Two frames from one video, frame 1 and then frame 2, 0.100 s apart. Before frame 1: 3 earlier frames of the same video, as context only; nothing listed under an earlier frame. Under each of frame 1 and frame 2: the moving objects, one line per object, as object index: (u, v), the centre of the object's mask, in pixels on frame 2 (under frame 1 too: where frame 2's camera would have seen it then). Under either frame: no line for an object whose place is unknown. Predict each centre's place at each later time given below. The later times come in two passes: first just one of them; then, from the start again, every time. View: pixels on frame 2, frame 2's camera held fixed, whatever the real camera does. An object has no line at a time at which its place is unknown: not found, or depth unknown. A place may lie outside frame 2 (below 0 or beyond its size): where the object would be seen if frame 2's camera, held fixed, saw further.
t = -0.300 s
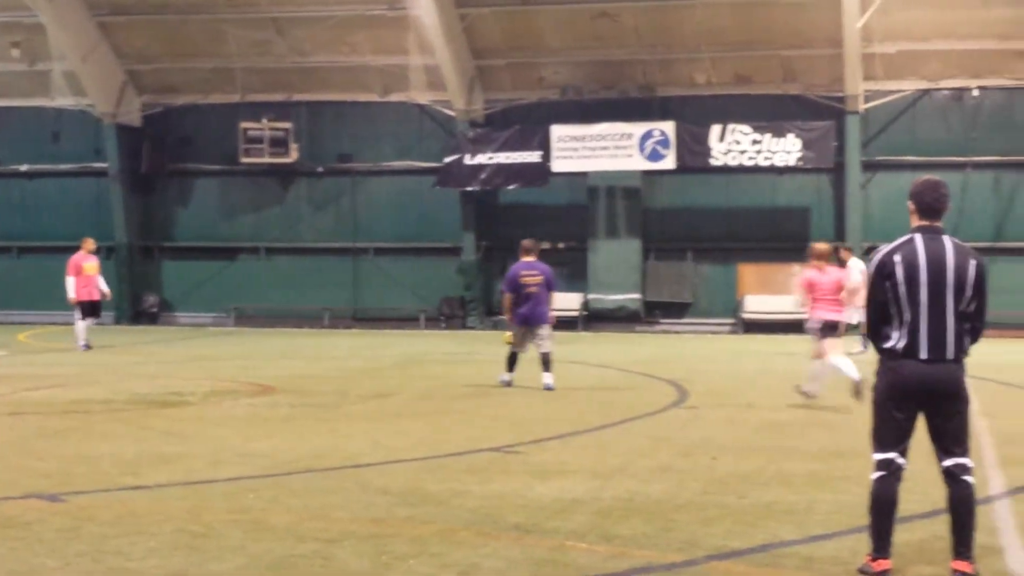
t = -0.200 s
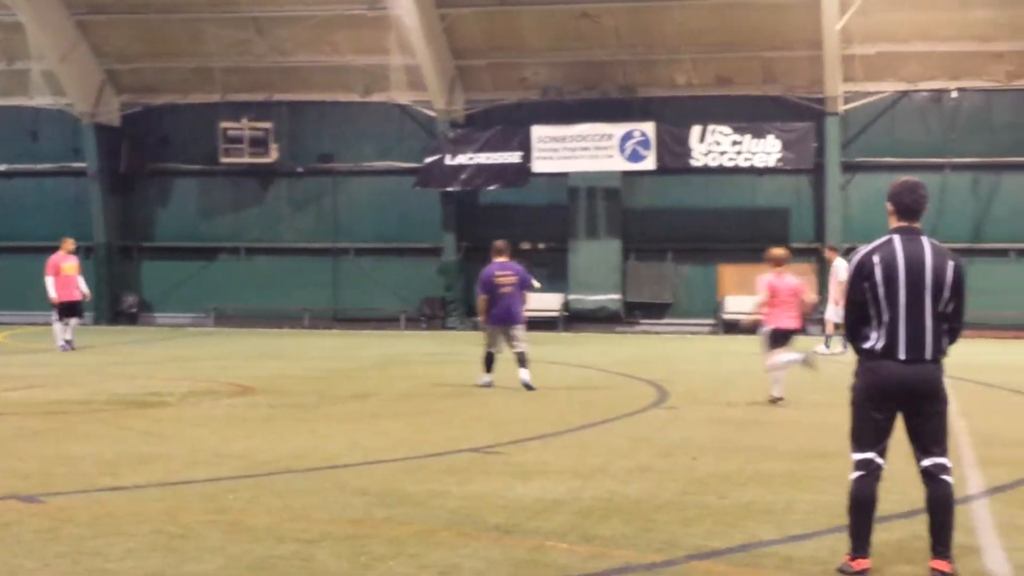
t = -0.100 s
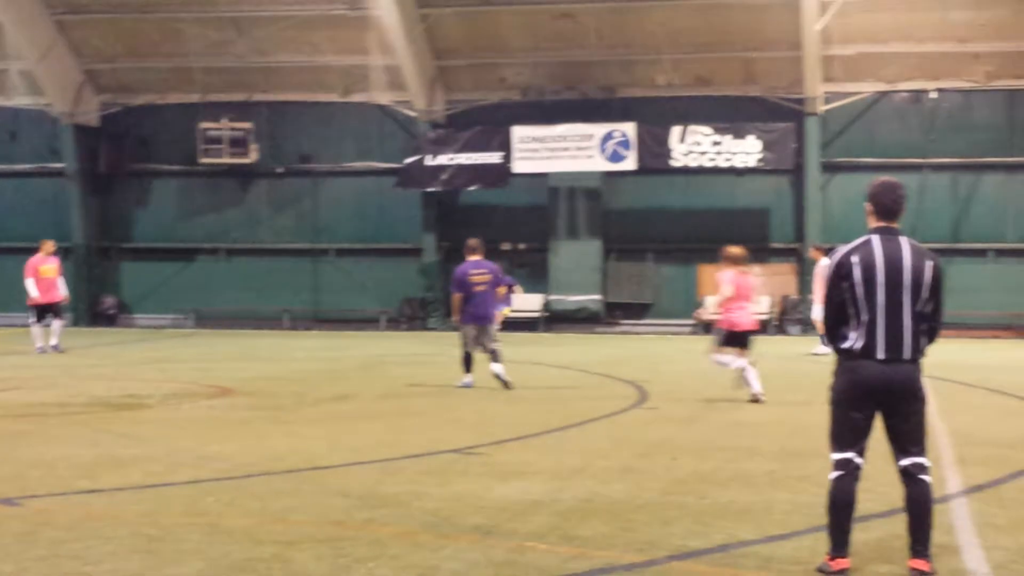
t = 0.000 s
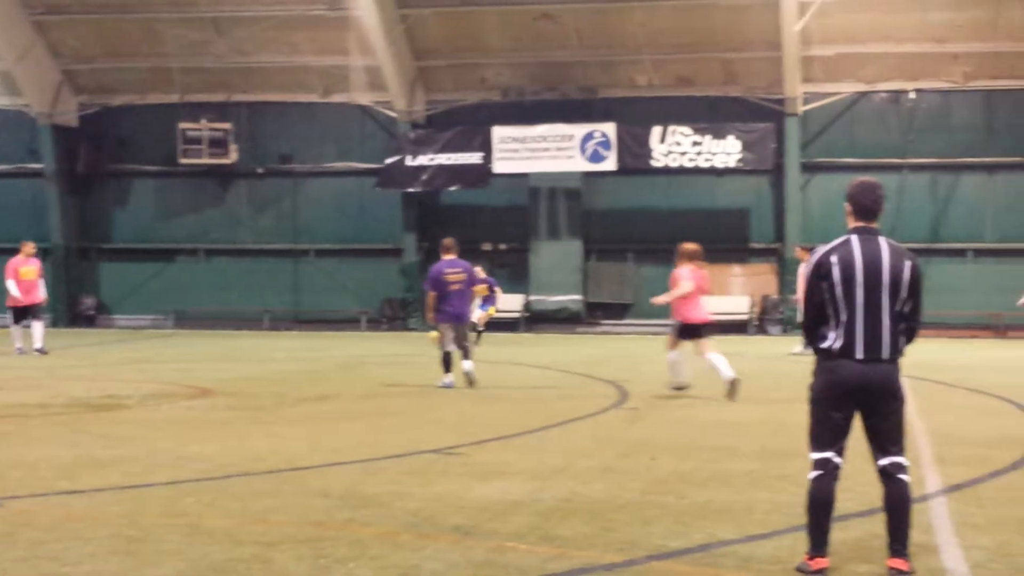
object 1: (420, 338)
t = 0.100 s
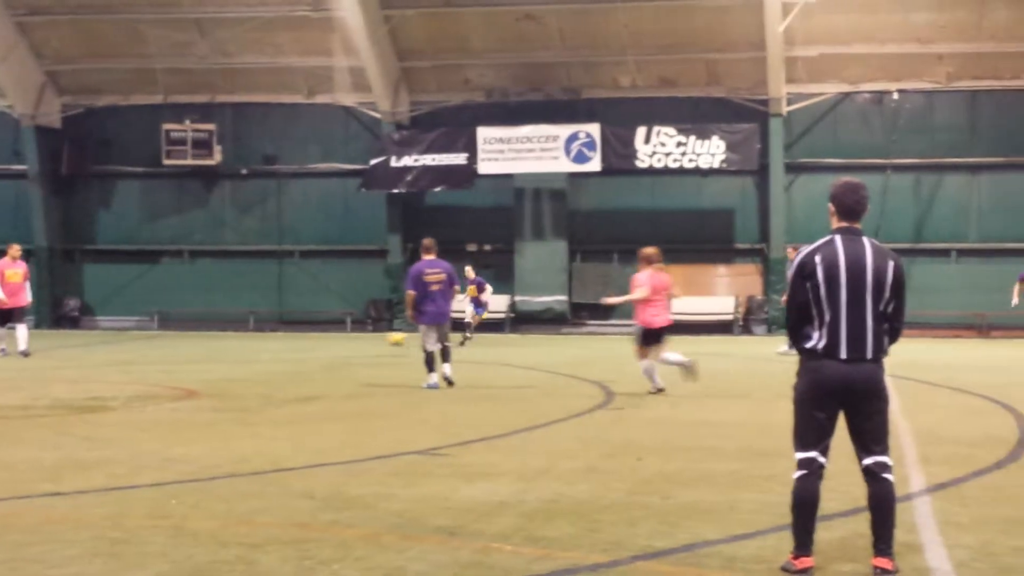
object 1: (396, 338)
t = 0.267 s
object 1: (346, 357)
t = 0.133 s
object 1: (387, 341)
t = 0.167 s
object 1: (377, 343)
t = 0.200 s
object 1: (368, 346)
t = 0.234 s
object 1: (357, 351)
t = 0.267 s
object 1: (346, 357)
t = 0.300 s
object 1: (337, 358)
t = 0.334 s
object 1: (329, 356)
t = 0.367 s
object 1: (319, 355)
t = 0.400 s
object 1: (312, 354)
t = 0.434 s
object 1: (302, 354)
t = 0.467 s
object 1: (297, 357)
